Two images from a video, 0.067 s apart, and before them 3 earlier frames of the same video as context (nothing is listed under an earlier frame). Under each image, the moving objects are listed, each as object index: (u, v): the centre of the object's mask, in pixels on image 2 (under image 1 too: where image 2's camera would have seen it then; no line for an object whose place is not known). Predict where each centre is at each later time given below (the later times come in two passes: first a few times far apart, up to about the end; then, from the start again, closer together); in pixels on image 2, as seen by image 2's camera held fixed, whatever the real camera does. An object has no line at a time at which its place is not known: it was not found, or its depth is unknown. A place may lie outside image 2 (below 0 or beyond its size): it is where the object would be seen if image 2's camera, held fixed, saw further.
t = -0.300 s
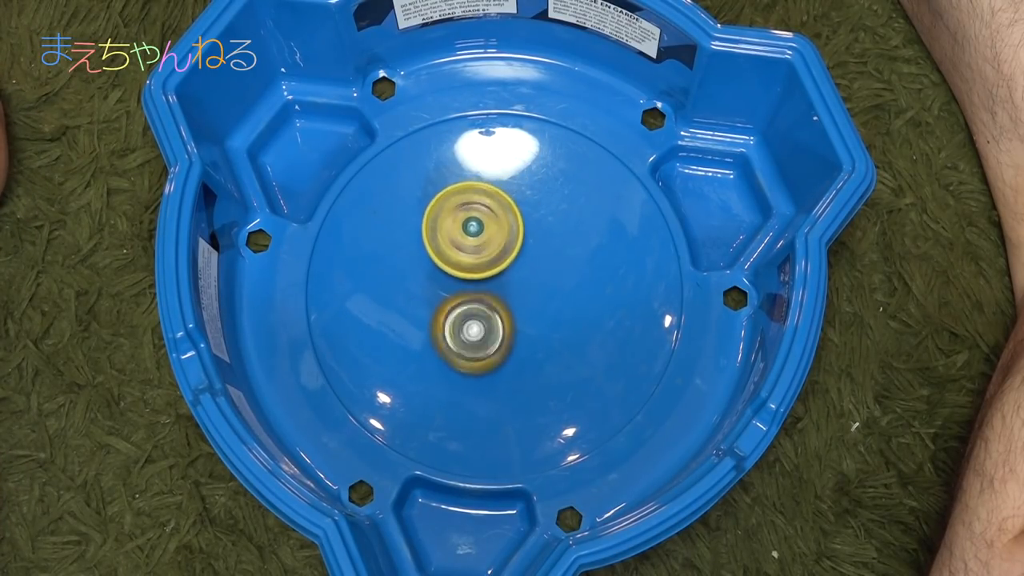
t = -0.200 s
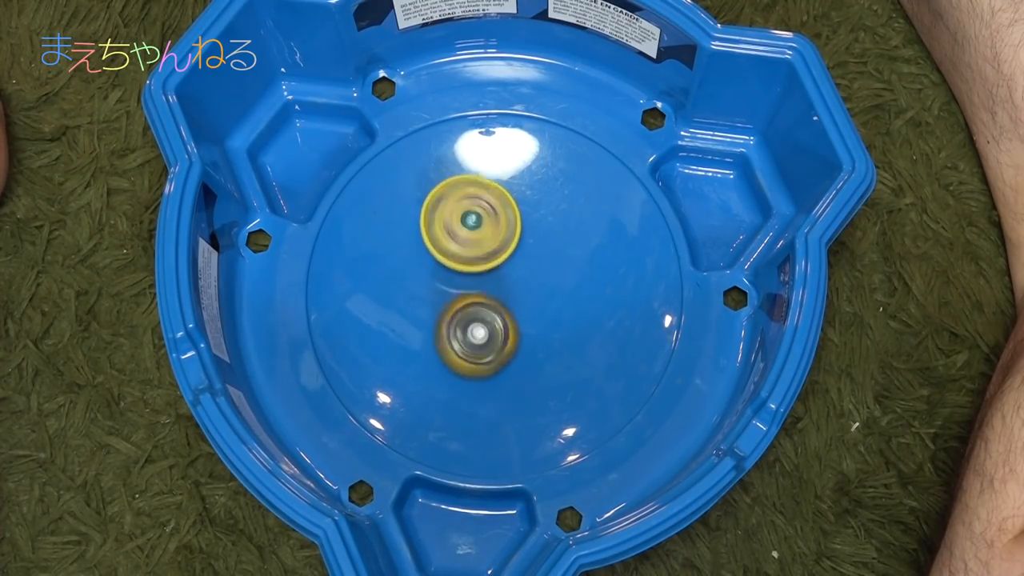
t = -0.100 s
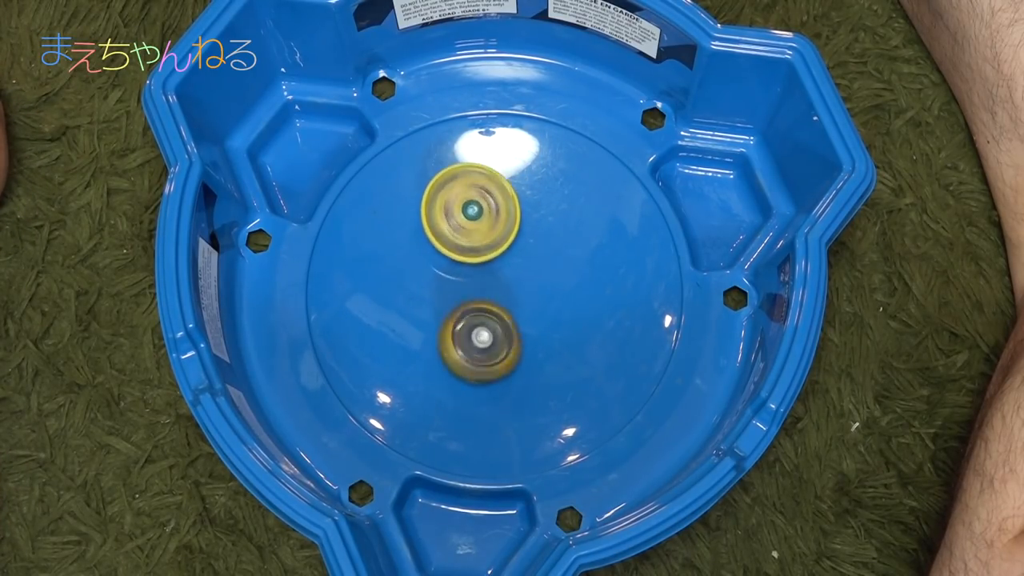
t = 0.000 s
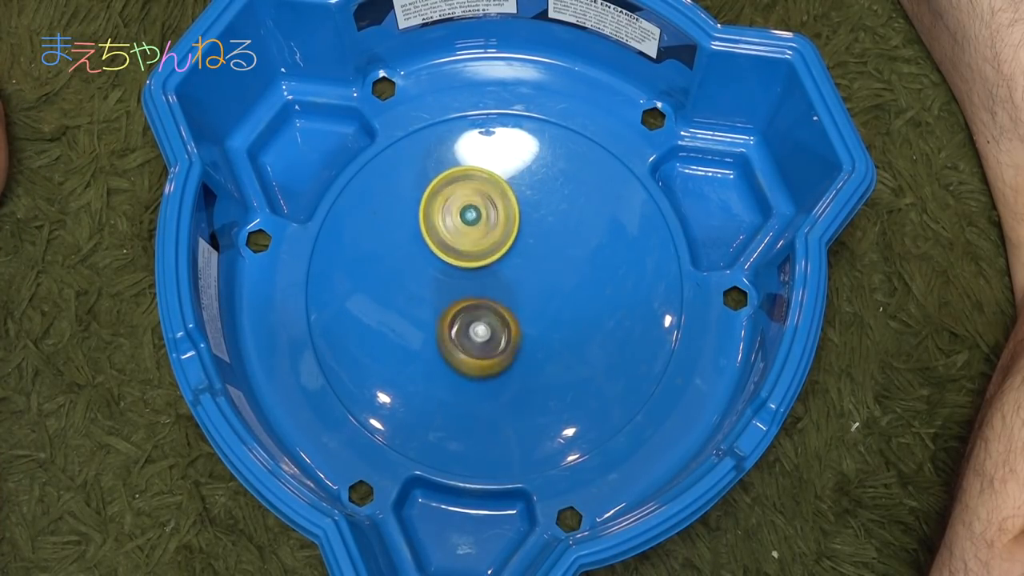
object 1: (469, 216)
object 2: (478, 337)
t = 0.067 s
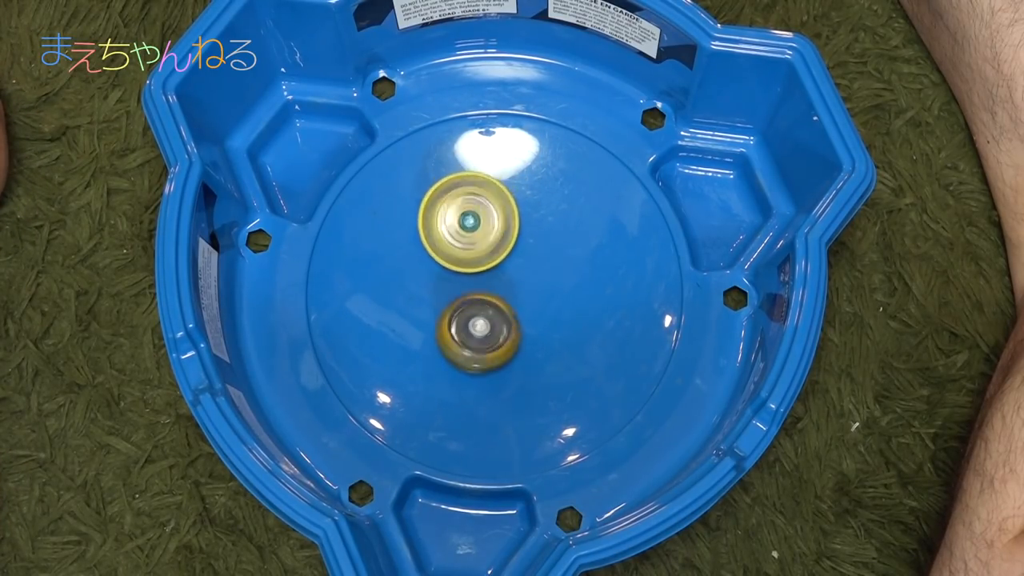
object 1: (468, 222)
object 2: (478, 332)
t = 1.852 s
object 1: (460, 238)
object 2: (473, 334)
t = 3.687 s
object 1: (452, 225)
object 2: (500, 333)
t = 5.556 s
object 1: (447, 235)
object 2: (484, 335)
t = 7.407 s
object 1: (452, 241)
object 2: (488, 327)
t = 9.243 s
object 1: (424, 262)
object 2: (517, 299)
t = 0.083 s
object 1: (468, 223)
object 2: (478, 330)
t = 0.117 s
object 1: (468, 227)
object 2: (478, 328)
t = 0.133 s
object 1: (468, 228)
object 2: (477, 326)
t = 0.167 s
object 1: (469, 231)
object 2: (477, 325)
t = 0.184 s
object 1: (469, 228)
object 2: (476, 327)
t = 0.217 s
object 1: (469, 225)
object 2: (477, 329)
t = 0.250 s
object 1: (469, 226)
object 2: (477, 331)
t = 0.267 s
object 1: (470, 226)
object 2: (477, 331)
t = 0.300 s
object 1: (469, 227)
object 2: (478, 330)
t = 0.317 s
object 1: (470, 228)
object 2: (477, 329)
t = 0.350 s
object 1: (469, 230)
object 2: (477, 328)
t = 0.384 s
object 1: (470, 232)
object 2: (477, 327)
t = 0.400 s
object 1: (469, 232)
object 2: (477, 327)
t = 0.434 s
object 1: (469, 229)
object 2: (477, 332)
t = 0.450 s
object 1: (469, 228)
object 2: (477, 332)
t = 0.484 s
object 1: (469, 229)
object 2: (477, 334)
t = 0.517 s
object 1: (469, 230)
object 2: (477, 334)
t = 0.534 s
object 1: (469, 232)
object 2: (478, 333)
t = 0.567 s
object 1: (468, 233)
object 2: (478, 332)
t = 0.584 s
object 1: (467, 235)
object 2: (478, 331)
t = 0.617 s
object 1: (466, 237)
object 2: (477, 331)
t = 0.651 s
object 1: (465, 236)
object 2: (477, 331)
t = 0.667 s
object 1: (464, 235)
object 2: (478, 333)
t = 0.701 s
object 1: (464, 236)
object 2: (479, 333)
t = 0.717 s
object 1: (463, 236)
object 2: (479, 333)
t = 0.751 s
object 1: (462, 238)
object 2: (479, 332)
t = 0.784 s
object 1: (461, 238)
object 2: (480, 330)
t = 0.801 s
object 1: (460, 234)
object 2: (482, 335)
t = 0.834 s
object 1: (457, 225)
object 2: (485, 340)
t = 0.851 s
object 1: (456, 223)
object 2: (486, 343)
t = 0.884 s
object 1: (454, 219)
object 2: (489, 344)
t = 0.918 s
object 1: (454, 220)
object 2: (489, 345)
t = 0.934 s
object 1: (454, 219)
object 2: (489, 344)
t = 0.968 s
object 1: (454, 221)
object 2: (489, 343)
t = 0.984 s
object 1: (454, 221)
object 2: (488, 342)
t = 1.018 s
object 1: (454, 224)
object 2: (488, 340)
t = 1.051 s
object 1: (455, 226)
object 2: (487, 338)
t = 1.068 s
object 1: (454, 228)
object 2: (486, 336)
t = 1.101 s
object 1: (455, 229)
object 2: (485, 334)
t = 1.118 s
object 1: (455, 232)
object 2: (485, 332)
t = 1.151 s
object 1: (456, 234)
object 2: (483, 329)
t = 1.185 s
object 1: (456, 238)
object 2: (482, 326)
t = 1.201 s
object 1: (456, 235)
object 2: (483, 328)
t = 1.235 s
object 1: (452, 225)
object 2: (486, 337)
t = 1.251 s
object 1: (452, 221)
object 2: (488, 341)
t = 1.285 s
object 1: (451, 216)
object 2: (489, 344)
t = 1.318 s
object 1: (452, 214)
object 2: (491, 345)
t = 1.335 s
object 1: (452, 214)
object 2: (490, 345)
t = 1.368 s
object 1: (454, 215)
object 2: (490, 343)
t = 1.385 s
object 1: (454, 217)
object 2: (489, 342)
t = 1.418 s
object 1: (455, 219)
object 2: (488, 340)
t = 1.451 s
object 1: (455, 222)
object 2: (487, 339)
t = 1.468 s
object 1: (456, 224)
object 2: (486, 337)
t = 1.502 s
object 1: (456, 228)
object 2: (485, 336)
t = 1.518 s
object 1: (457, 230)
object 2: (484, 334)
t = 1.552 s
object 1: (458, 235)
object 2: (482, 332)
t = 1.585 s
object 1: (460, 239)
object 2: (479, 329)
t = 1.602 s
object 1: (459, 239)
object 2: (478, 329)
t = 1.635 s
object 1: (459, 235)
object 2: (477, 332)
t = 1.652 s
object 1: (459, 233)
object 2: (477, 336)
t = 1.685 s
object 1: (459, 229)
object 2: (475, 338)
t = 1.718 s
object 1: (459, 229)
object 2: (476, 339)
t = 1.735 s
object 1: (461, 229)
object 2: (475, 339)
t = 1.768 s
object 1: (460, 231)
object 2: (475, 338)
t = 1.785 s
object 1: (460, 232)
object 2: (474, 337)
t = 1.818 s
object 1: (459, 235)
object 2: (474, 336)
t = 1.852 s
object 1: (460, 238)
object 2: (473, 334)
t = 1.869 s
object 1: (459, 239)
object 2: (474, 333)
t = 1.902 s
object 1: (458, 231)
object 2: (475, 339)
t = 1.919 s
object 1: (457, 227)
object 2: (477, 343)
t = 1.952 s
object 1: (457, 221)
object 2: (478, 346)
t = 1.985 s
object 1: (456, 218)
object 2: (481, 349)
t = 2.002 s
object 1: (457, 218)
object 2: (481, 349)
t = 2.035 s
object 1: (457, 219)
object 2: (482, 350)
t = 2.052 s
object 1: (457, 219)
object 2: (482, 349)
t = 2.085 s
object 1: (458, 222)
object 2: (483, 348)
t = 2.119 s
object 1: (458, 224)
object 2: (481, 345)
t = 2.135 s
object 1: (458, 226)
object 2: (482, 344)
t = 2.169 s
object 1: (459, 228)
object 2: (481, 341)
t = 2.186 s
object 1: (460, 231)
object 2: (481, 339)
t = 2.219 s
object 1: (460, 234)
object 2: (480, 336)
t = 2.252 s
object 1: (461, 239)
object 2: (481, 333)
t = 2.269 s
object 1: (461, 240)
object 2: (481, 331)
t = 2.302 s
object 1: (461, 239)
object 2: (484, 331)
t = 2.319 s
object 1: (461, 239)
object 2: (485, 330)
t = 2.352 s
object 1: (461, 239)
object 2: (486, 328)
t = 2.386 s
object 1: (459, 231)
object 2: (490, 333)
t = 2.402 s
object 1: (458, 227)
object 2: (492, 335)
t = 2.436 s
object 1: (457, 222)
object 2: (495, 336)
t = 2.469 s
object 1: (457, 220)
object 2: (496, 338)
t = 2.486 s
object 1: (457, 220)
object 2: (496, 336)
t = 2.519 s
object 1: (458, 221)
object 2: (496, 336)
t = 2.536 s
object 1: (458, 222)
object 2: (496, 335)
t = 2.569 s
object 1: (458, 224)
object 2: (494, 335)
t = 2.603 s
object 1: (457, 227)
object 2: (493, 332)
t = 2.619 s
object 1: (457, 228)
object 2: (491, 331)
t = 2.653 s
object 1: (458, 232)
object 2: (489, 328)
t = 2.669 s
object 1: (457, 233)
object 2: (487, 326)
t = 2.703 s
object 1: (457, 235)
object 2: (485, 325)
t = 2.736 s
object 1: (456, 233)
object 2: (481, 326)
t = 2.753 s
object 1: (456, 233)
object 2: (481, 327)
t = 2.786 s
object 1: (457, 234)
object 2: (478, 326)
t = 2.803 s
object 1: (456, 235)
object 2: (478, 327)
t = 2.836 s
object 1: (456, 231)
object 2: (480, 330)
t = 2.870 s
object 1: (454, 225)
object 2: (481, 339)
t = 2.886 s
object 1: (454, 224)
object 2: (480, 341)
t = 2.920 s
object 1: (454, 223)
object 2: (479, 346)
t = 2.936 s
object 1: (455, 223)
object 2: (479, 347)
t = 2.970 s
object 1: (454, 225)
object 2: (477, 349)
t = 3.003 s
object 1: (454, 227)
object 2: (478, 349)
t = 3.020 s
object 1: (454, 227)
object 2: (477, 348)
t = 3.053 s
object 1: (454, 230)
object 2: (478, 347)
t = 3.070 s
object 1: (454, 231)
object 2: (478, 346)
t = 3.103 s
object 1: (454, 232)
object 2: (477, 343)
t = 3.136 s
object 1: (453, 234)
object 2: (476, 339)
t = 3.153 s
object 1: (453, 235)
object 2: (476, 337)
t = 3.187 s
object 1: (452, 237)
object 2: (475, 333)
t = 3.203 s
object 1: (452, 237)
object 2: (474, 331)
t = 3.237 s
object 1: (451, 238)
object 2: (474, 329)
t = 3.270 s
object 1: (450, 232)
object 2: (476, 331)
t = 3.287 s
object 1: (450, 229)
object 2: (477, 331)
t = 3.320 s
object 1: (450, 227)
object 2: (481, 329)
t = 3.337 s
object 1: (450, 226)
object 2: (481, 328)
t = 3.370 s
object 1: (452, 227)
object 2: (484, 324)
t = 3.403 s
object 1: (452, 230)
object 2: (484, 322)
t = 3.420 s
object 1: (452, 230)
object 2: (485, 321)
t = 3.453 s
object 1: (449, 222)
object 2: (488, 327)
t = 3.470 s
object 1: (448, 220)
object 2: (491, 331)
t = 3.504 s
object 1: (447, 215)
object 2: (493, 335)
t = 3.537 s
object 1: (447, 213)
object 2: (497, 339)
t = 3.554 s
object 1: (448, 213)
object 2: (498, 338)
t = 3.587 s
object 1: (449, 215)
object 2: (499, 339)
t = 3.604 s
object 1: (449, 216)
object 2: (500, 338)
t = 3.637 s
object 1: (450, 219)
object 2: (499, 336)
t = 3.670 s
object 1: (451, 222)
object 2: (500, 335)
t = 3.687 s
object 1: (452, 225)
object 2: (500, 333)
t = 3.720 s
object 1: (453, 229)
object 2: (499, 332)
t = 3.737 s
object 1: (454, 231)
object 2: (499, 330)
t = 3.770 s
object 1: (455, 236)
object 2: (497, 329)
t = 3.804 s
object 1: (456, 240)
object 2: (497, 326)
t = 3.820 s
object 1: (456, 241)
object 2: (497, 327)
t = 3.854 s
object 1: (453, 234)
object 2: (502, 335)
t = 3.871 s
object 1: (451, 230)
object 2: (505, 338)
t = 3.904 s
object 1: (450, 227)
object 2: (508, 342)
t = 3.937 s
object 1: (450, 226)
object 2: (510, 343)
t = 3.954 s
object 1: (451, 227)
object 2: (510, 342)
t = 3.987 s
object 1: (451, 229)
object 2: (509, 341)
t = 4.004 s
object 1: (451, 230)
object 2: (508, 339)
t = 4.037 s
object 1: (452, 232)
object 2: (505, 337)
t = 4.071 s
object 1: (452, 235)
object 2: (502, 334)
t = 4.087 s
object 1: (452, 236)
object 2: (501, 334)
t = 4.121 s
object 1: (451, 239)
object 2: (498, 331)
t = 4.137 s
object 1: (451, 240)
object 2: (496, 330)
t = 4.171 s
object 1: (451, 242)
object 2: (493, 327)
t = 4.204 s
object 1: (449, 241)
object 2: (494, 325)
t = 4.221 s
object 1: (449, 240)
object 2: (493, 325)
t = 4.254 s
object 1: (449, 239)
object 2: (494, 325)
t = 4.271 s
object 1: (449, 239)
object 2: (494, 325)
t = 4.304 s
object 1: (449, 241)
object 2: (492, 325)
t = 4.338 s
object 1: (448, 241)
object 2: (493, 323)
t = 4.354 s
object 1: (448, 241)
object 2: (493, 324)
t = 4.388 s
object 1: (447, 241)
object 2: (495, 325)
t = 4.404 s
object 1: (448, 241)
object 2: (495, 324)
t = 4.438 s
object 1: (448, 243)
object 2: (496, 324)
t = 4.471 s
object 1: (448, 244)
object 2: (497, 323)
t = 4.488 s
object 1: (447, 243)
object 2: (498, 324)
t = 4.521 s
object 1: (444, 237)
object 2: (503, 329)
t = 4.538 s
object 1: (442, 235)
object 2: (505, 331)
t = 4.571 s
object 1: (442, 233)
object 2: (506, 333)
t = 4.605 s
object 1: (443, 233)
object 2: (507, 334)
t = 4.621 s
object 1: (443, 234)
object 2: (507, 334)
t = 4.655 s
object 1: (444, 236)
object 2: (507, 334)
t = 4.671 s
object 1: (444, 237)
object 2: (506, 333)
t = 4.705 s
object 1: (445, 239)
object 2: (504, 331)
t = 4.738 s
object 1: (446, 242)
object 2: (502, 329)
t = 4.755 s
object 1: (446, 243)
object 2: (500, 329)
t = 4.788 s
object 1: (447, 246)
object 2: (497, 327)
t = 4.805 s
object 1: (447, 247)
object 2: (496, 326)
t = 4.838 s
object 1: (445, 244)
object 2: (495, 328)
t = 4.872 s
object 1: (441, 237)
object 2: (498, 333)
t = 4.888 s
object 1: (440, 235)
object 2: (499, 334)
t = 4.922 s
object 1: (440, 233)
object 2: (498, 335)
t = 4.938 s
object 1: (440, 233)
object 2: (499, 336)
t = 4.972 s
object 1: (441, 235)
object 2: (497, 336)
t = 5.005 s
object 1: (442, 238)
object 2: (497, 336)
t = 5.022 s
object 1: (442, 240)
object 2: (496, 336)
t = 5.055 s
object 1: (443, 243)
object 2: (493, 332)
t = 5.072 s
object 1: (444, 245)
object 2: (492, 332)
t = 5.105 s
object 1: (444, 248)
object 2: (489, 328)
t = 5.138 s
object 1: (442, 246)
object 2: (489, 332)
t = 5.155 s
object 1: (441, 242)
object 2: (490, 335)
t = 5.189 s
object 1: (440, 239)
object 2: (490, 337)
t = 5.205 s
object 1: (441, 237)
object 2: (490, 338)
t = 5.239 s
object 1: (442, 239)
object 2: (491, 338)
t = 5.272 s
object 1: (444, 240)
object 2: (490, 337)
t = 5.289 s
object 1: (445, 241)
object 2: (491, 336)
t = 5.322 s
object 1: (446, 244)
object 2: (489, 333)
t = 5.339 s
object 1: (447, 245)
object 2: (490, 332)
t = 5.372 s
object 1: (448, 247)
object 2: (487, 330)
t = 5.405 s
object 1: (449, 247)
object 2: (485, 329)
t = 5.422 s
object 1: (450, 247)
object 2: (485, 328)
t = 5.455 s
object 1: (451, 248)
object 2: (482, 328)
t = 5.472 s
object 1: (450, 246)
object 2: (482, 329)
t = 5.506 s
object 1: (449, 240)
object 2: (483, 333)
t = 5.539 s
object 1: (448, 236)
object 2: (484, 336)
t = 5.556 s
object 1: (447, 235)
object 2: (484, 335)
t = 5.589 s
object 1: (447, 234)
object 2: (482, 335)
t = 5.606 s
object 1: (447, 235)
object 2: (481, 336)
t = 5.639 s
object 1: (448, 236)
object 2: (481, 335)
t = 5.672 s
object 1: (449, 238)
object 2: (479, 336)
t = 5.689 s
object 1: (449, 240)
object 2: (479, 336)
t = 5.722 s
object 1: (450, 243)
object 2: (478, 333)
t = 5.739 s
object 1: (450, 245)
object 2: (477, 333)
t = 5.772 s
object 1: (450, 247)
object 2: (477, 332)
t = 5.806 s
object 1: (449, 248)
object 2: (476, 332)
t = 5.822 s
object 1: (450, 247)
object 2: (476, 334)
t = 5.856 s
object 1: (450, 245)
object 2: (477, 337)
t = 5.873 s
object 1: (451, 244)
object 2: (476, 337)
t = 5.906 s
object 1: (453, 245)
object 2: (476, 337)
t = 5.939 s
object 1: (453, 247)
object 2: (477, 337)
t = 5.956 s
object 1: (453, 244)
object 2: (479, 341)
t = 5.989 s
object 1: (451, 238)
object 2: (483, 348)
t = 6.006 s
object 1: (451, 235)
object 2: (485, 351)
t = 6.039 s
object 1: (454, 234)
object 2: (489, 356)
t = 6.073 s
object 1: (455, 235)
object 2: (491, 360)
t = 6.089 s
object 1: (456, 236)
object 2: (494, 363)
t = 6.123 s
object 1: (457, 239)
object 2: (497, 364)
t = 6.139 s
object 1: (458, 240)
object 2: (499, 365)
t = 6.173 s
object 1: (458, 242)
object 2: (502, 364)
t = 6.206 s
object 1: (459, 244)
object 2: (505, 362)
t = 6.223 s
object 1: (459, 245)
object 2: (506, 360)
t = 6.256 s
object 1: (459, 246)
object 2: (507, 356)
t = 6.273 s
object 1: (458, 247)
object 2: (508, 353)
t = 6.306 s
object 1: (458, 248)
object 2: (510, 347)
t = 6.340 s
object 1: (458, 249)
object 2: (511, 340)
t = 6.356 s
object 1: (459, 249)
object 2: (512, 336)
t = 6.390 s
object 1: (458, 250)
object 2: (513, 327)
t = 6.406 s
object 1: (457, 249)
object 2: (513, 324)
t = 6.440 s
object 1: (454, 244)
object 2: (515, 319)
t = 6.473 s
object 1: (451, 242)
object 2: (516, 314)
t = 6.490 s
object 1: (451, 241)
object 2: (515, 310)
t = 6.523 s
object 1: (446, 233)
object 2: (519, 311)
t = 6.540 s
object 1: (443, 230)
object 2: (521, 313)
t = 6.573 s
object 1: (437, 223)
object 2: (526, 313)
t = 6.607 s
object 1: (435, 220)
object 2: (528, 312)
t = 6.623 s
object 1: (435, 220)
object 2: (528, 312)
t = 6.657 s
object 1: (436, 220)
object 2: (530, 313)
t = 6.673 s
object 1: (437, 221)
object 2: (530, 313)
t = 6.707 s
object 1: (439, 224)
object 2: (531, 312)
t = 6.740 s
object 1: (440, 227)
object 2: (532, 311)
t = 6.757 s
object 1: (442, 228)
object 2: (532, 311)
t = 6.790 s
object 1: (446, 233)
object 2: (532, 308)
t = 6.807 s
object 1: (448, 235)
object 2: (531, 307)
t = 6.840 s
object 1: (453, 239)
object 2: (528, 306)
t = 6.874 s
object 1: (456, 239)
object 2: (528, 306)
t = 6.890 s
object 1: (455, 237)
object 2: (529, 309)
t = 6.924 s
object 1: (452, 235)
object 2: (531, 313)
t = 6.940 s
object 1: (452, 233)
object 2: (532, 315)
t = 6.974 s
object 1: (451, 233)
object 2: (530, 316)
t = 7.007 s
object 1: (451, 233)
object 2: (527, 319)
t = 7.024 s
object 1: (451, 233)
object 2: (524, 320)
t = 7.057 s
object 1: (451, 234)
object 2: (523, 321)
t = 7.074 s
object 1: (451, 235)
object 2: (521, 321)
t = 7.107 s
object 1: (451, 235)
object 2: (517, 319)
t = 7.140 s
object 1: (452, 236)
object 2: (514, 319)
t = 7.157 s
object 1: (453, 236)
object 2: (511, 318)
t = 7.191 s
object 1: (453, 237)
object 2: (506, 317)
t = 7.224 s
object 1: (453, 235)
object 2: (502, 320)
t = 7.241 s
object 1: (452, 233)
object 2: (501, 321)
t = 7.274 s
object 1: (450, 232)
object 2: (497, 323)
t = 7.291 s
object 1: (450, 231)
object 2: (495, 325)
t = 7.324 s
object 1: (451, 233)
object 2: (492, 325)
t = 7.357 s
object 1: (451, 236)
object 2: (489, 327)
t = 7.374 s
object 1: (452, 237)
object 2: (489, 328)
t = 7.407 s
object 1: (452, 241)
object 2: (488, 327)
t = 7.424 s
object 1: (452, 243)
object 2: (487, 325)
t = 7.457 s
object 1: (450, 246)
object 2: (486, 325)
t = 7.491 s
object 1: (447, 243)
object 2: (490, 329)
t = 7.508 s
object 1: (445, 241)
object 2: (492, 332)
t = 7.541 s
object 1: (440, 236)
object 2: (497, 336)
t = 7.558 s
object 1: (440, 233)
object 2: (499, 337)
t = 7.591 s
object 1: (441, 233)
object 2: (505, 336)
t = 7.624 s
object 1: (440, 233)
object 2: (509, 334)
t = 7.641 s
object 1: (440, 233)
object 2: (510, 333)
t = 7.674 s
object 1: (441, 235)
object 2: (512, 330)
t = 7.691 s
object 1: (442, 237)
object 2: (513, 329)
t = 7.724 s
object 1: (442, 241)
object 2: (513, 325)
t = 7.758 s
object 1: (445, 244)
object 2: (511, 321)
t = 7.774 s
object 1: (446, 246)
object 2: (510, 320)
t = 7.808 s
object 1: (448, 249)
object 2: (508, 317)
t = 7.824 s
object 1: (446, 247)
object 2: (508, 317)
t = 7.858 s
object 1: (445, 245)
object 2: (510, 316)
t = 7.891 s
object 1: (440, 243)
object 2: (513, 315)
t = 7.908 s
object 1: (438, 243)
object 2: (512, 314)
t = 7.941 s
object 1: (435, 242)
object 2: (512, 313)
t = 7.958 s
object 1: (435, 241)
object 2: (512, 313)
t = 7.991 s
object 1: (436, 242)
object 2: (510, 310)
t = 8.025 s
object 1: (436, 244)
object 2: (509, 308)
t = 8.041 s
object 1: (437, 245)
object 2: (508, 307)
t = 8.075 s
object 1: (438, 247)
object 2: (507, 305)
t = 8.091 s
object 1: (438, 247)
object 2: (508, 304)
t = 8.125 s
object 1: (432, 243)
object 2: (512, 307)
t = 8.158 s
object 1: (429, 239)
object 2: (515, 309)
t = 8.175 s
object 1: (429, 237)
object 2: (514, 309)
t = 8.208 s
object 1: (429, 237)
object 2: (513, 309)
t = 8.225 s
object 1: (429, 239)
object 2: (513, 309)
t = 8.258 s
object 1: (429, 242)
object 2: (513, 309)
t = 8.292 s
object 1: (430, 244)
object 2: (513, 308)
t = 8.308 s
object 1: (432, 245)
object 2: (512, 307)
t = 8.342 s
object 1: (435, 250)
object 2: (511, 307)
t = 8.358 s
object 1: (435, 250)
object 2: (511, 306)
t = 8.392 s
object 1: (436, 252)
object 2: (513, 306)
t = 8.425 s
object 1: (434, 251)
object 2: (516, 307)
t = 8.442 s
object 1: (434, 252)
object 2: (516, 307)
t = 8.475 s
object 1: (434, 255)
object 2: (517, 307)
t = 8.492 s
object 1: (434, 256)
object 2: (516, 307)
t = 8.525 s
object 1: (435, 257)
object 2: (516, 308)
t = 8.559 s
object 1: (435, 257)
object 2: (515, 310)
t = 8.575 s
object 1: (435, 257)
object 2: (515, 311)
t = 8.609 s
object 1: (435, 258)
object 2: (511, 311)
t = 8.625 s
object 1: (436, 259)
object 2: (510, 312)
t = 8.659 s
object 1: (431, 259)
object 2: (514, 316)
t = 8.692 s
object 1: (426, 255)
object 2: (517, 320)
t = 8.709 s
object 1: (426, 254)
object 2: (519, 321)
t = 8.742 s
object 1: (426, 254)
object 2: (521, 321)
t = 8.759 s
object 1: (426, 255)
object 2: (522, 319)
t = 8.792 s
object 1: (425, 259)
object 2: (519, 317)
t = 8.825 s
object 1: (426, 261)
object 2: (516, 313)
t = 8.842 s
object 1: (428, 262)
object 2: (514, 312)
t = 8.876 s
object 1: (432, 265)
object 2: (510, 309)
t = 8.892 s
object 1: (433, 266)
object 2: (508, 308)
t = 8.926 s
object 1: (433, 266)
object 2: (505, 310)
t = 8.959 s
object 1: (424, 260)
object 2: (513, 313)
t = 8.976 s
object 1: (420, 256)
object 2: (518, 315)
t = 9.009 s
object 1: (416, 251)
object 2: (526, 316)
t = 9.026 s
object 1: (415, 250)
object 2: (529, 315)
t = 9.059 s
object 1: (415, 249)
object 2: (532, 313)
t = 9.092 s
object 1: (415, 250)
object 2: (534, 310)
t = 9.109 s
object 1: (416, 251)
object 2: (533, 308)
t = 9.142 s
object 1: (417, 254)
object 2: (531, 305)
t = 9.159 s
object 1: (418, 255)
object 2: (530, 303)
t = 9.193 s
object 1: (419, 259)
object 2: (525, 301)
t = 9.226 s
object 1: (423, 261)
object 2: (520, 300)
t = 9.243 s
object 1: (424, 262)
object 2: (517, 299)
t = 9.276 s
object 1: (429, 263)
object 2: (513, 298)
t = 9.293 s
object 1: (428, 263)
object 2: (515, 298)
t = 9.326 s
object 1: (427, 262)
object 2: (517, 298)
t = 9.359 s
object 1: (428, 262)
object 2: (516, 298)
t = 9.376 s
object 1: (429, 263)
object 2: (516, 298)
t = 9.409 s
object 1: (430, 265)
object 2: (515, 299)
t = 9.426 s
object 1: (430, 265)
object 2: (516, 300)
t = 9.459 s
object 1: (429, 265)
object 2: (517, 301)
